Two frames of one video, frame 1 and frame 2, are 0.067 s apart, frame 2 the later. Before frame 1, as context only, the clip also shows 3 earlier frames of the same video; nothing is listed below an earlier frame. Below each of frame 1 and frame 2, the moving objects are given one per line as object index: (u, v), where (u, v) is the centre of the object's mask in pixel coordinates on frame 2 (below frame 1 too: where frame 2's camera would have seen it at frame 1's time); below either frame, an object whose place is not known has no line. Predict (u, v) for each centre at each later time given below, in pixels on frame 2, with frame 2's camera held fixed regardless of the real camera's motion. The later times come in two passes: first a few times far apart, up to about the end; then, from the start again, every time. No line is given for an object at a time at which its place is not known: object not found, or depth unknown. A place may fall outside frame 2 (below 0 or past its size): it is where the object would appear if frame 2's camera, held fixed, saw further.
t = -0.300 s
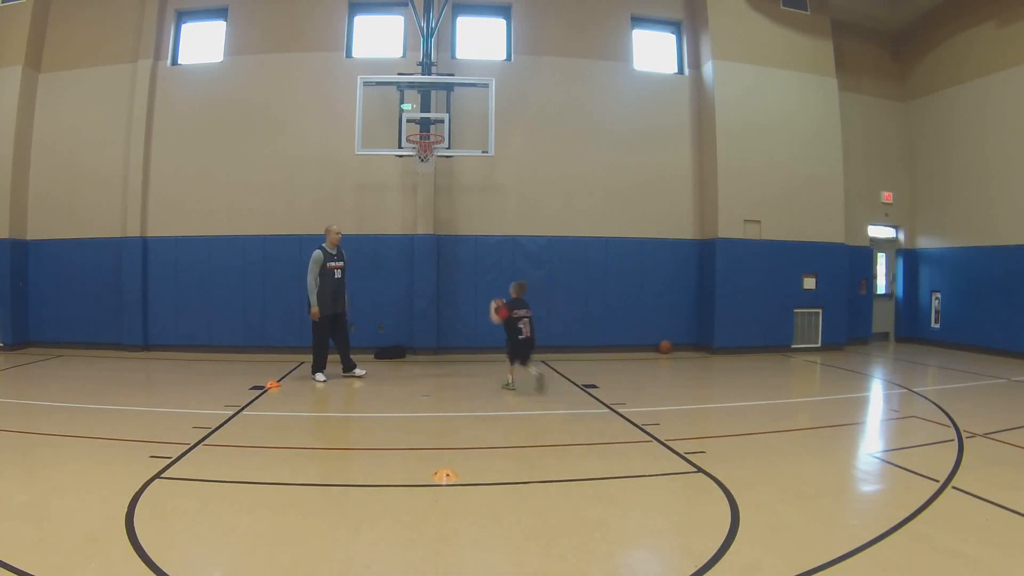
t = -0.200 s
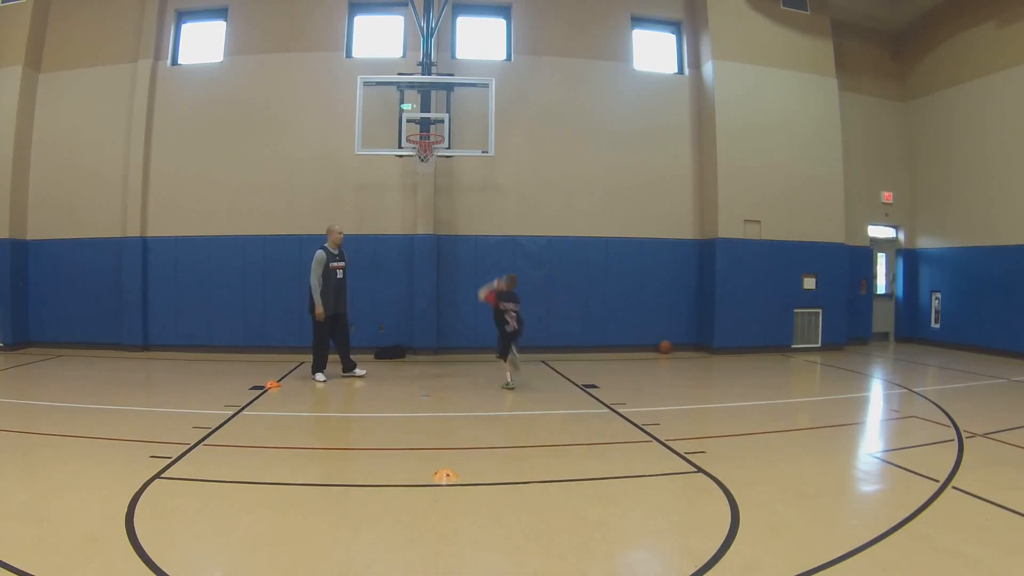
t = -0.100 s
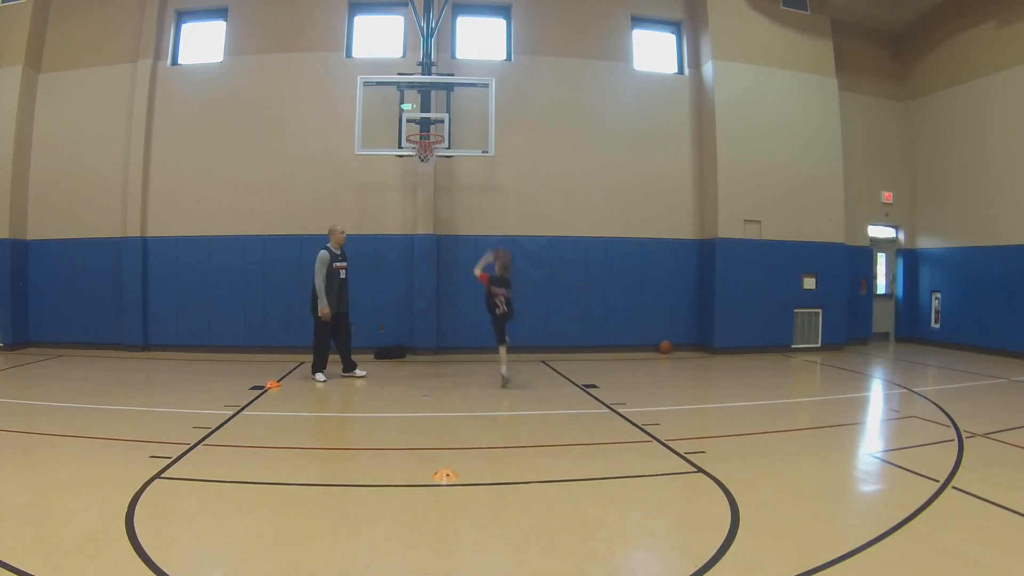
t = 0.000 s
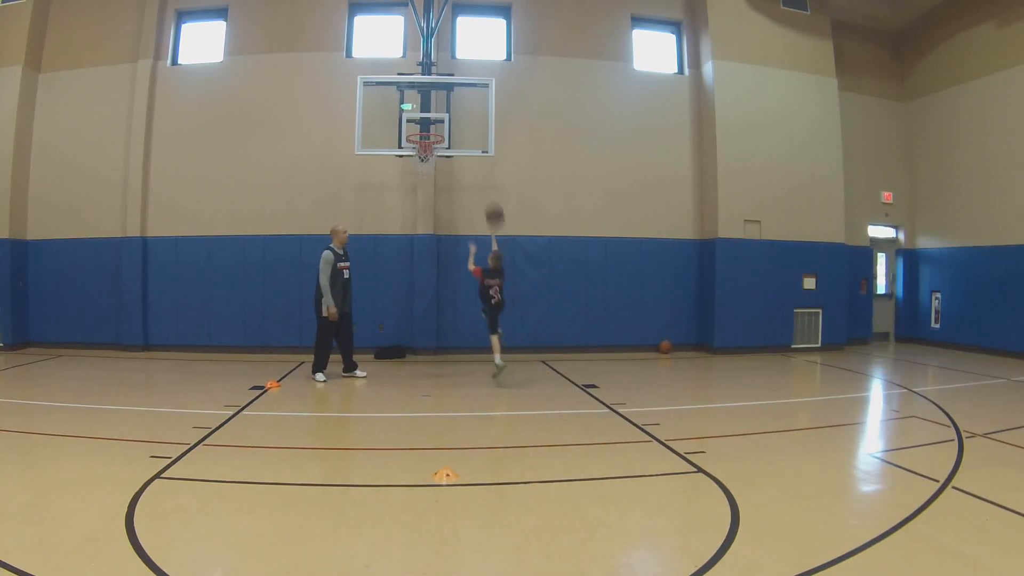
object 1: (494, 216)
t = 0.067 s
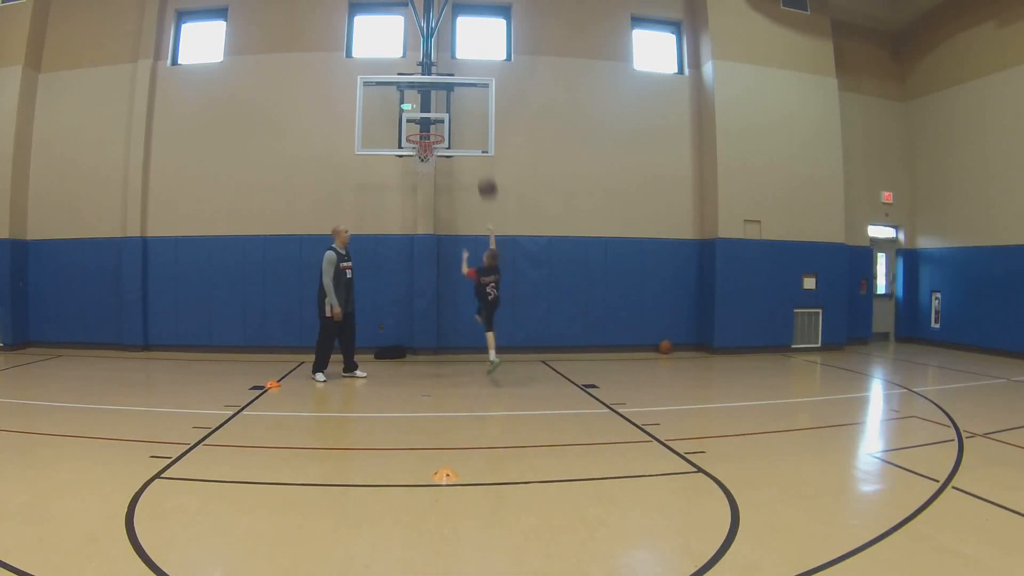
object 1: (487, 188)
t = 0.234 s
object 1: (471, 141)
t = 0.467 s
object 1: (451, 111)
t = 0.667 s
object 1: (440, 117)
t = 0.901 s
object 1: (422, 128)
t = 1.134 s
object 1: (431, 163)
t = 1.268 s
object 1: (432, 180)
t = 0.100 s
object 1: (484, 177)
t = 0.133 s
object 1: (481, 166)
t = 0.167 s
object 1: (477, 156)
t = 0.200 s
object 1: (474, 147)
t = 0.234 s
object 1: (471, 141)
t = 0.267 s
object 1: (468, 134)
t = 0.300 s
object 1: (464, 128)
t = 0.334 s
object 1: (461, 123)
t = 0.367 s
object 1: (459, 119)
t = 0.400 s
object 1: (456, 116)
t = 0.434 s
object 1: (453, 113)
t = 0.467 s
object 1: (451, 111)
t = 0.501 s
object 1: (449, 110)
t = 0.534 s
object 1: (447, 110)
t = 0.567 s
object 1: (445, 110)
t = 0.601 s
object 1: (443, 112)
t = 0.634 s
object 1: (442, 113)
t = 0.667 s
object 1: (440, 117)
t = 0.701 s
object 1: (438, 122)
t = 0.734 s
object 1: (436, 125)
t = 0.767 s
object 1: (435, 126)
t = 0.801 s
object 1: (432, 126)
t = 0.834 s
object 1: (427, 126)
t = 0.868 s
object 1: (425, 127)
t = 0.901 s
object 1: (422, 128)
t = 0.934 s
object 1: (420, 130)
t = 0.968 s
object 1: (420, 139)
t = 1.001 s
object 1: (419, 143)
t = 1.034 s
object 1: (420, 144)
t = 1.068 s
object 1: (422, 148)
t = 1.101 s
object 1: (425, 148)
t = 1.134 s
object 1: (431, 163)
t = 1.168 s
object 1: (428, 165)
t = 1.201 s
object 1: (430, 174)
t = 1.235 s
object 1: (431, 176)
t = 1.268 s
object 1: (432, 180)
